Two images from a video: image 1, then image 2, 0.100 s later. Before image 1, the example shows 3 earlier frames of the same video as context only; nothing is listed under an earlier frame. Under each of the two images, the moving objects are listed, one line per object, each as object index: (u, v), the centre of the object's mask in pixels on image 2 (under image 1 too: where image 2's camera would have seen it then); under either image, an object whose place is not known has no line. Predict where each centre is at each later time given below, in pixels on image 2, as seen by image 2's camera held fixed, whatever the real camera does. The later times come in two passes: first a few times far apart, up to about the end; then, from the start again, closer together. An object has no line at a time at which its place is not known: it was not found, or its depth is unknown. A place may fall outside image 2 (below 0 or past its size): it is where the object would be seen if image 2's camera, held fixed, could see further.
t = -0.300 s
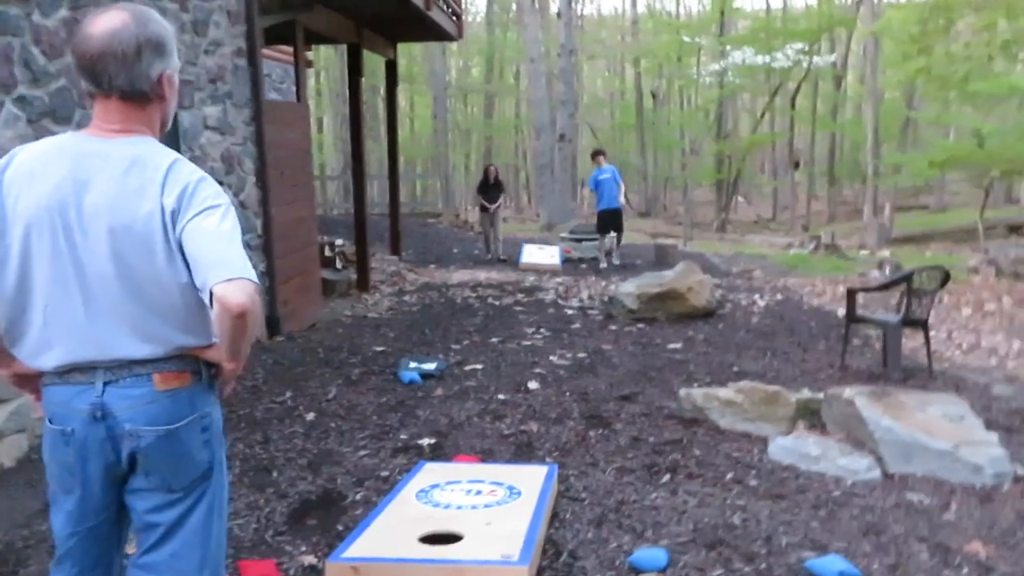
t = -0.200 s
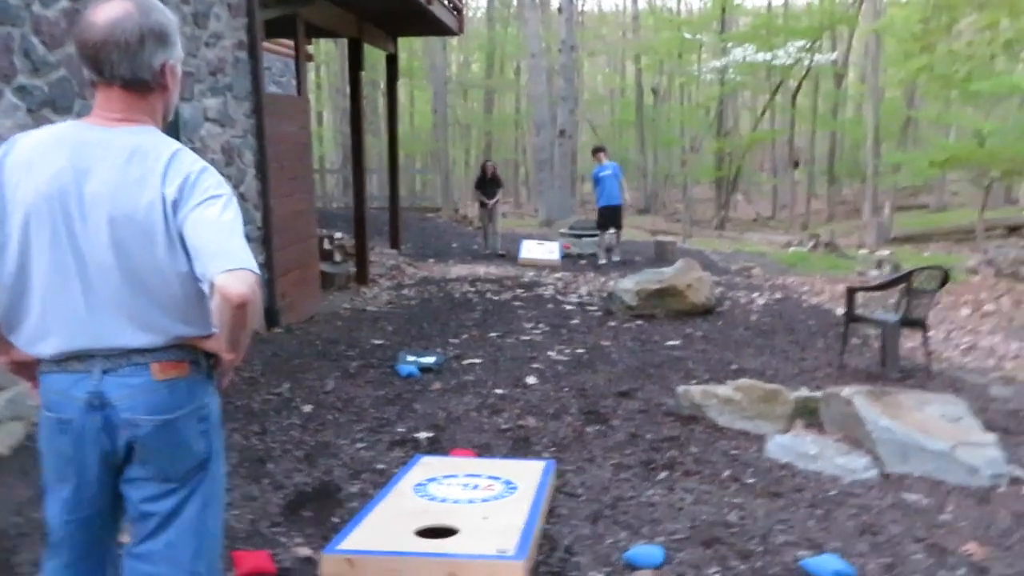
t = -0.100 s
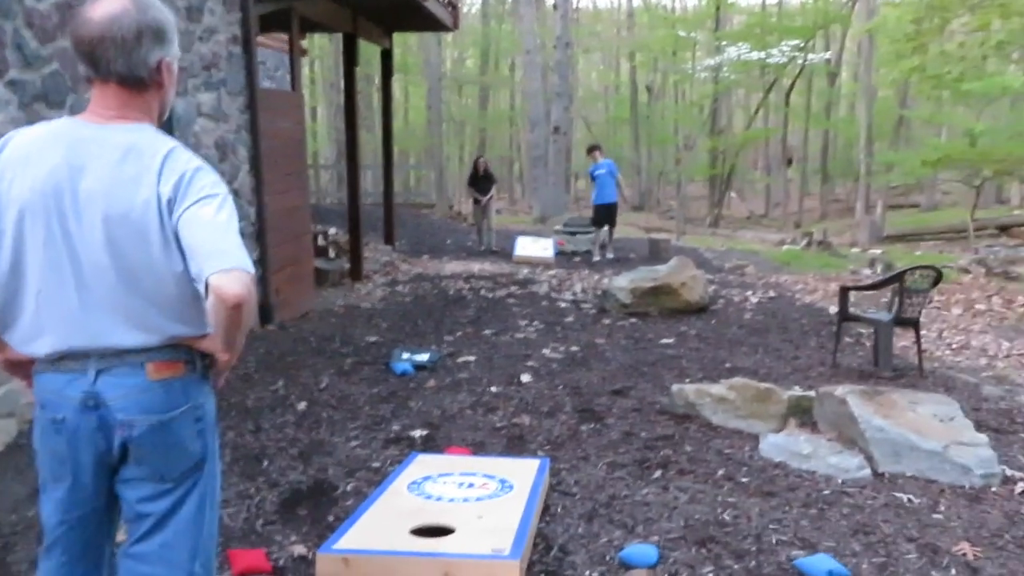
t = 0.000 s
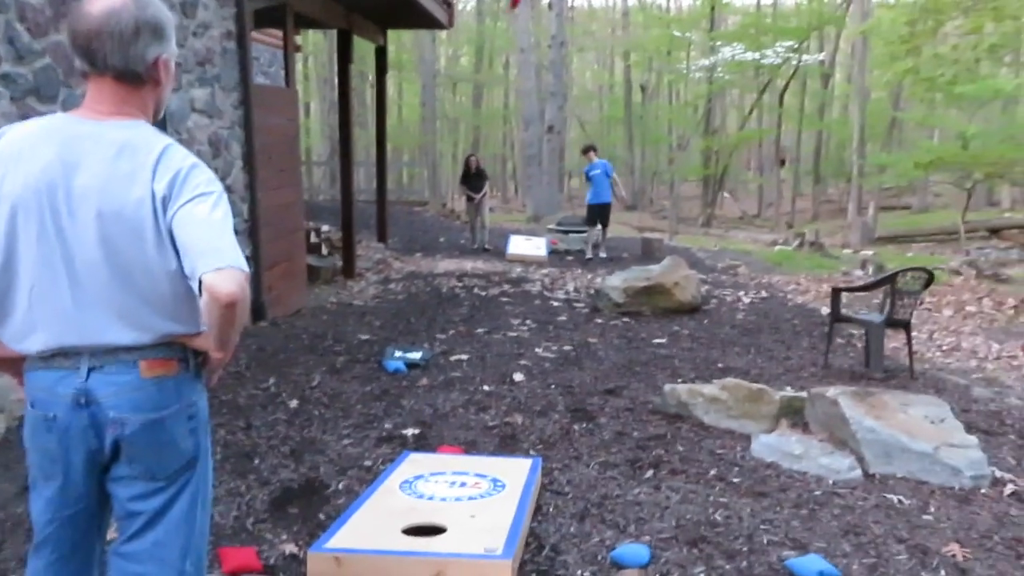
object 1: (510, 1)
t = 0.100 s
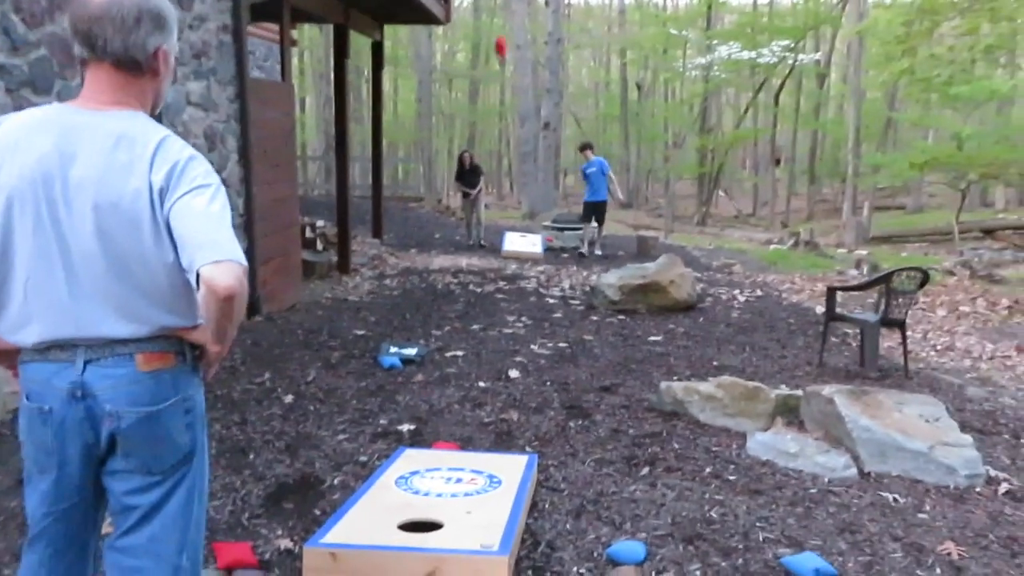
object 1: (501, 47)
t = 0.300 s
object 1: (465, 234)
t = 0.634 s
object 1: (455, 424)
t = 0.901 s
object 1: (490, 451)
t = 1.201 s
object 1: (507, 458)
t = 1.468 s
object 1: (508, 459)
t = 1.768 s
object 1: (508, 458)
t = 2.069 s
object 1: (508, 458)
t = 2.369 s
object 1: (507, 458)
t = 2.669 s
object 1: (507, 458)
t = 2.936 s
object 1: (507, 458)
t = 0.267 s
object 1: (474, 190)
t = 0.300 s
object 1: (465, 234)
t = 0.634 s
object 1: (455, 424)
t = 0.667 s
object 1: (459, 432)
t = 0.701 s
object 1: (462, 441)
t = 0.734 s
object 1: (467, 442)
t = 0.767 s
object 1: (471, 445)
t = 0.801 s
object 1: (476, 446)
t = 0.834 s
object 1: (481, 449)
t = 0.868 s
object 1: (486, 450)
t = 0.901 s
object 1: (490, 451)
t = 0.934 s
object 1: (495, 452)
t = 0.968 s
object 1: (499, 454)
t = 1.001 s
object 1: (503, 455)
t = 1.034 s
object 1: (506, 457)
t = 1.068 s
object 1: (507, 458)
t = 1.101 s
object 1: (508, 459)
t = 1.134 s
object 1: (508, 458)
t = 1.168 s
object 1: (508, 458)
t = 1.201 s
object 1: (507, 458)
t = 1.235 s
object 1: (507, 459)
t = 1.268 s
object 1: (507, 459)
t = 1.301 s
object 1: (507, 459)
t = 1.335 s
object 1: (507, 459)
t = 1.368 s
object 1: (507, 459)
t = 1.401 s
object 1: (507, 458)
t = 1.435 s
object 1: (507, 458)
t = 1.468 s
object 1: (508, 459)
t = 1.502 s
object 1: (507, 459)
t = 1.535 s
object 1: (507, 459)
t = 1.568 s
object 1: (507, 459)
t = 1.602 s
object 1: (508, 459)
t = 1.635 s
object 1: (508, 459)
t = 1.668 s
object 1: (507, 458)
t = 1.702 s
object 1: (507, 458)
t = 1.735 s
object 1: (507, 458)
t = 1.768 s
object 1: (508, 458)
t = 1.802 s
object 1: (508, 458)
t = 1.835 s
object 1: (508, 458)
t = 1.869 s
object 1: (508, 458)
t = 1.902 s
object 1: (508, 458)
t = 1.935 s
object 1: (508, 458)
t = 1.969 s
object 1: (508, 458)
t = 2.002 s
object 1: (508, 458)
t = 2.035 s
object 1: (508, 458)
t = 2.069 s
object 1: (508, 458)
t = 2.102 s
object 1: (508, 458)
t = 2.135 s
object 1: (508, 458)
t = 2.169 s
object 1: (507, 458)
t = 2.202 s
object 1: (508, 458)
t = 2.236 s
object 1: (508, 459)
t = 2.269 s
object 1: (508, 458)
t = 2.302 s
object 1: (507, 458)
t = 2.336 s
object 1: (507, 458)
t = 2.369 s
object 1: (507, 458)
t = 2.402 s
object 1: (507, 458)
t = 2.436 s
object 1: (508, 458)
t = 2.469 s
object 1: (507, 458)
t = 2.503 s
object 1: (508, 458)
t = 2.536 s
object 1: (507, 458)
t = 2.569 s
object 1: (507, 458)
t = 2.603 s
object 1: (507, 458)
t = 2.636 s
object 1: (507, 458)
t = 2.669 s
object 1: (507, 458)
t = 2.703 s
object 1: (507, 458)
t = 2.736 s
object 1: (507, 458)
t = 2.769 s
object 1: (507, 458)
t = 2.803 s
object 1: (507, 458)
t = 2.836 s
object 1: (507, 458)
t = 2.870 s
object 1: (507, 458)
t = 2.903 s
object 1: (507, 458)
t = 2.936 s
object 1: (507, 458)
